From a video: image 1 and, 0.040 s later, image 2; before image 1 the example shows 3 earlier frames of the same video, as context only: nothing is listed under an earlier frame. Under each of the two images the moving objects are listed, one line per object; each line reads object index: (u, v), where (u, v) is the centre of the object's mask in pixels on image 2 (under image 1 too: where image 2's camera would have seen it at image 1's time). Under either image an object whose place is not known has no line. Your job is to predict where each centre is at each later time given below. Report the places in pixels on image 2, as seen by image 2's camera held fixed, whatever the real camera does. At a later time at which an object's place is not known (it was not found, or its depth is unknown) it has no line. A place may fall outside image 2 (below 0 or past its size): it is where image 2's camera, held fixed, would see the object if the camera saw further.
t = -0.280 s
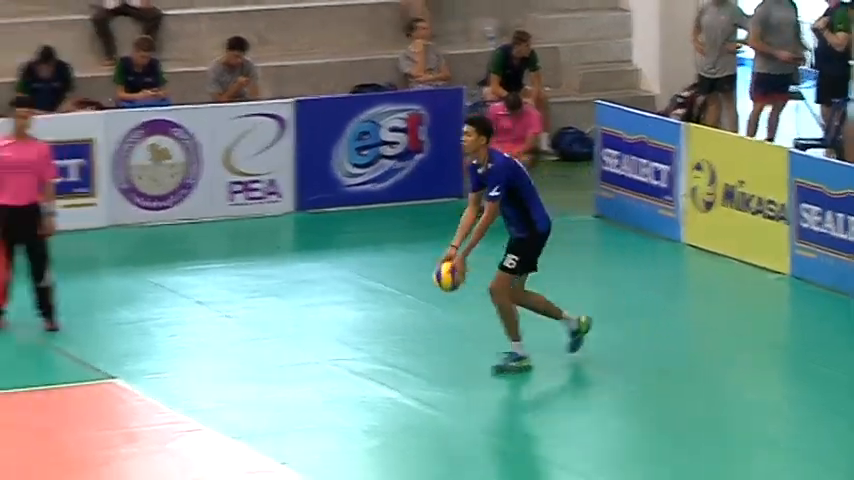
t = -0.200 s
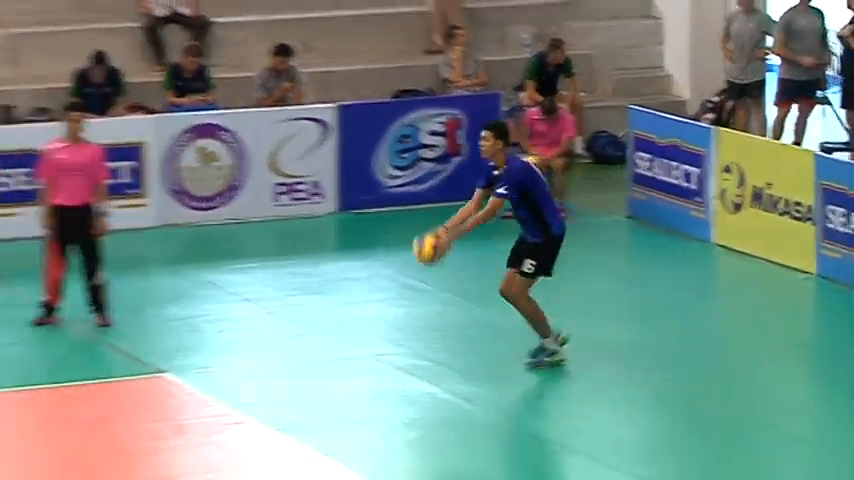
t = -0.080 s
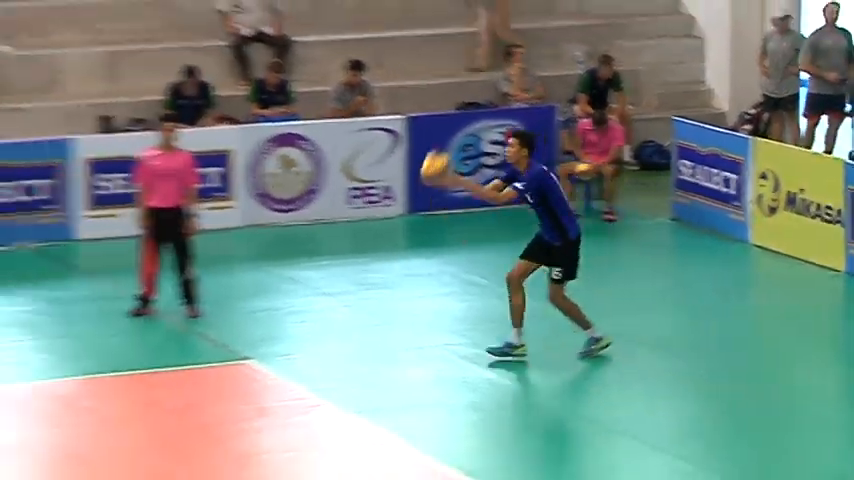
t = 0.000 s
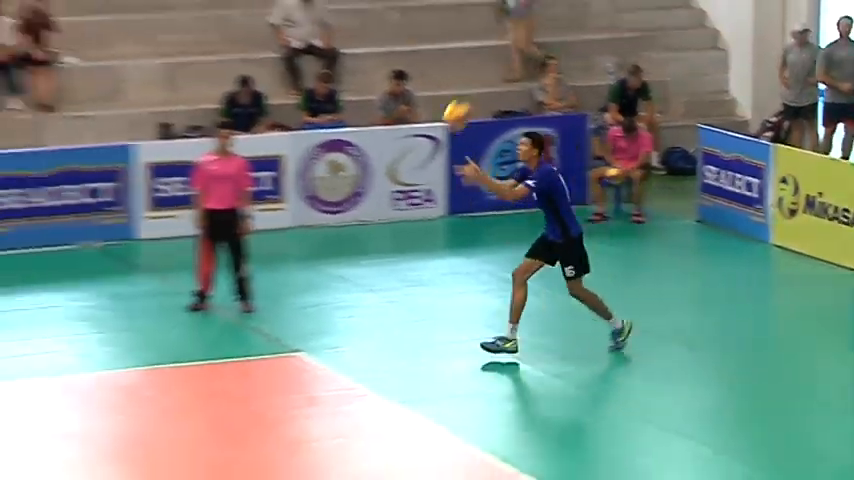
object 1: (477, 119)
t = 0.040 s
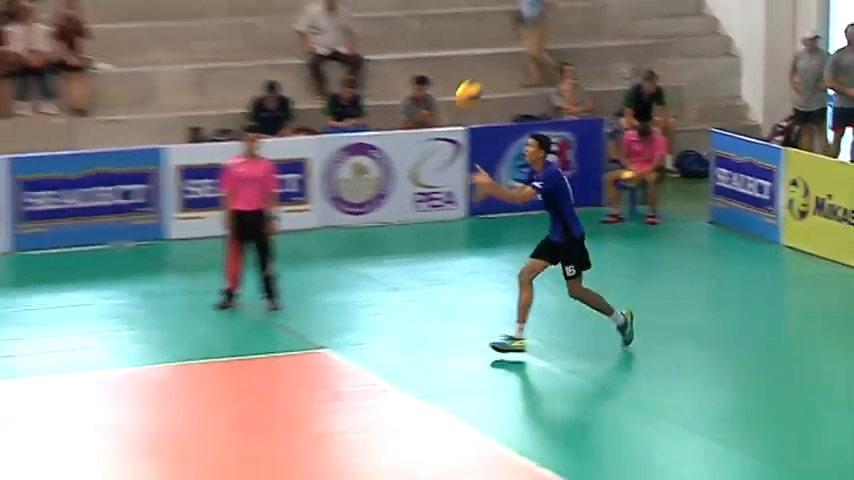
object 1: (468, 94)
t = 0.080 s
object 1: (459, 70)
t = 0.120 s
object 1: (452, 50)
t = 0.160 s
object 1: (443, 33)
